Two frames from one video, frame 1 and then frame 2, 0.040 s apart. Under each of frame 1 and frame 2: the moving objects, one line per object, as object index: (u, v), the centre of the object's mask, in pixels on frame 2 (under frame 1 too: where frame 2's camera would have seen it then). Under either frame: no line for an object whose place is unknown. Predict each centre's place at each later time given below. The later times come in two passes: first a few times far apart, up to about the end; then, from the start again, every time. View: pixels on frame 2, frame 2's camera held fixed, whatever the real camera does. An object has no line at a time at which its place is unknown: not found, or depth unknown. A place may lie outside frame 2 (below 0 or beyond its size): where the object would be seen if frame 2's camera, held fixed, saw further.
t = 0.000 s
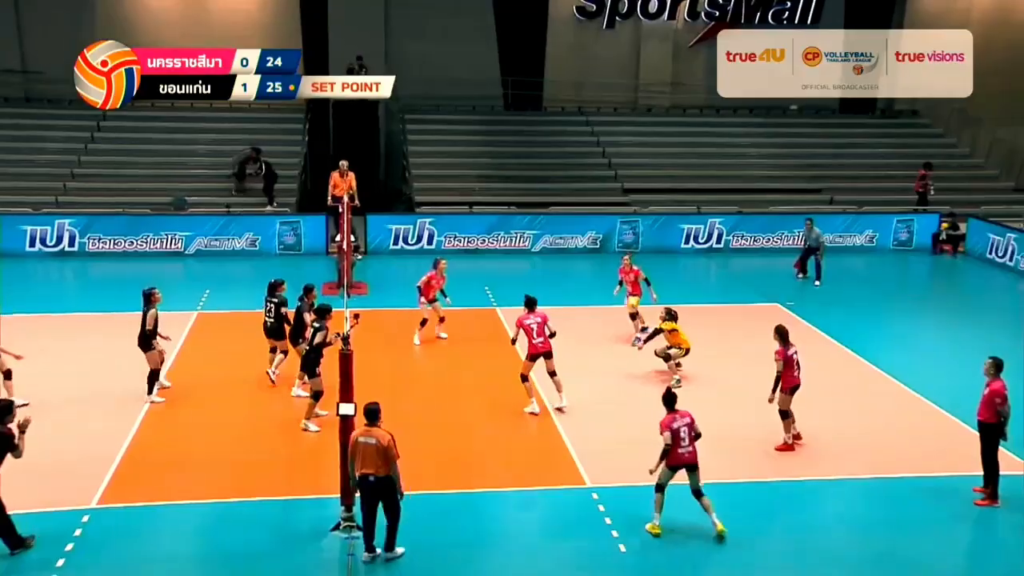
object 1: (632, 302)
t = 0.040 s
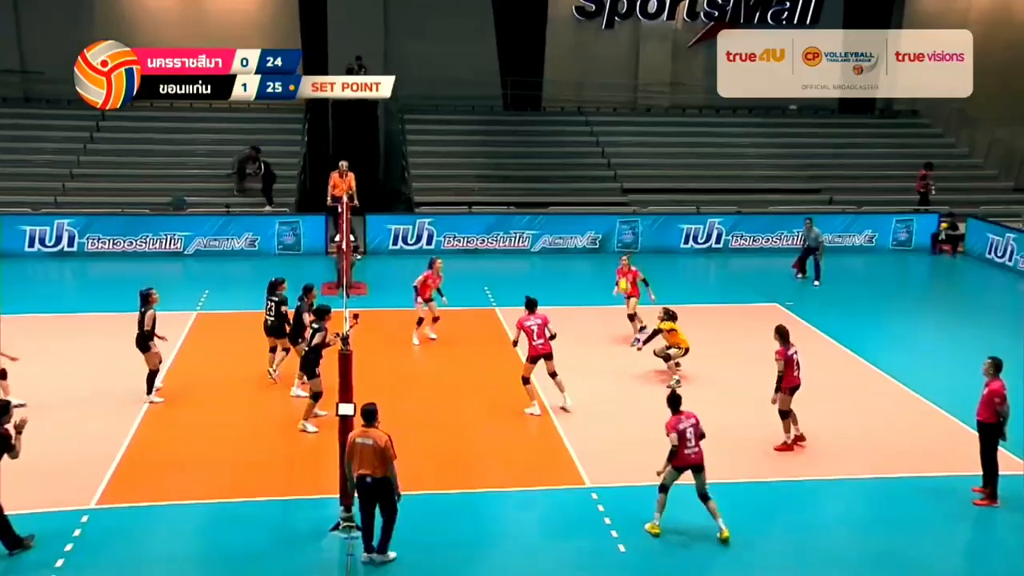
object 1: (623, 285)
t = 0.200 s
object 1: (601, 225)
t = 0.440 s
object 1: (569, 162)
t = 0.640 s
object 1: (542, 136)
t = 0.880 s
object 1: (511, 136)
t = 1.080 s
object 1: (485, 161)
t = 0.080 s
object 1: (620, 269)
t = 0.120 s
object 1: (612, 254)
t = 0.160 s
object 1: (607, 240)
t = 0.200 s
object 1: (601, 225)
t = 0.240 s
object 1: (595, 212)
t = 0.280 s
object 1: (590, 199)
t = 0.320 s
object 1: (585, 189)
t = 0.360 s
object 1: (579, 179)
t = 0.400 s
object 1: (574, 170)
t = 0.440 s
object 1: (569, 162)
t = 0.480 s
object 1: (563, 155)
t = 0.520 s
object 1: (558, 149)
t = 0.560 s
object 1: (553, 143)
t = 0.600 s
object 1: (548, 139)
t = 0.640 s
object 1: (542, 136)
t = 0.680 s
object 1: (537, 133)
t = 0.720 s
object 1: (531, 132)
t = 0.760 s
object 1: (527, 132)
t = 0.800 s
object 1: (522, 132)
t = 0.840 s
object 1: (516, 133)
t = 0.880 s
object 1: (511, 136)
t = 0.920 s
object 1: (505, 139)
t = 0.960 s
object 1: (500, 143)
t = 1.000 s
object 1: (495, 148)
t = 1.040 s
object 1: (491, 155)
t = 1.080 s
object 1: (485, 161)
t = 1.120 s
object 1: (480, 169)
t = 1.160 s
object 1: (476, 177)
